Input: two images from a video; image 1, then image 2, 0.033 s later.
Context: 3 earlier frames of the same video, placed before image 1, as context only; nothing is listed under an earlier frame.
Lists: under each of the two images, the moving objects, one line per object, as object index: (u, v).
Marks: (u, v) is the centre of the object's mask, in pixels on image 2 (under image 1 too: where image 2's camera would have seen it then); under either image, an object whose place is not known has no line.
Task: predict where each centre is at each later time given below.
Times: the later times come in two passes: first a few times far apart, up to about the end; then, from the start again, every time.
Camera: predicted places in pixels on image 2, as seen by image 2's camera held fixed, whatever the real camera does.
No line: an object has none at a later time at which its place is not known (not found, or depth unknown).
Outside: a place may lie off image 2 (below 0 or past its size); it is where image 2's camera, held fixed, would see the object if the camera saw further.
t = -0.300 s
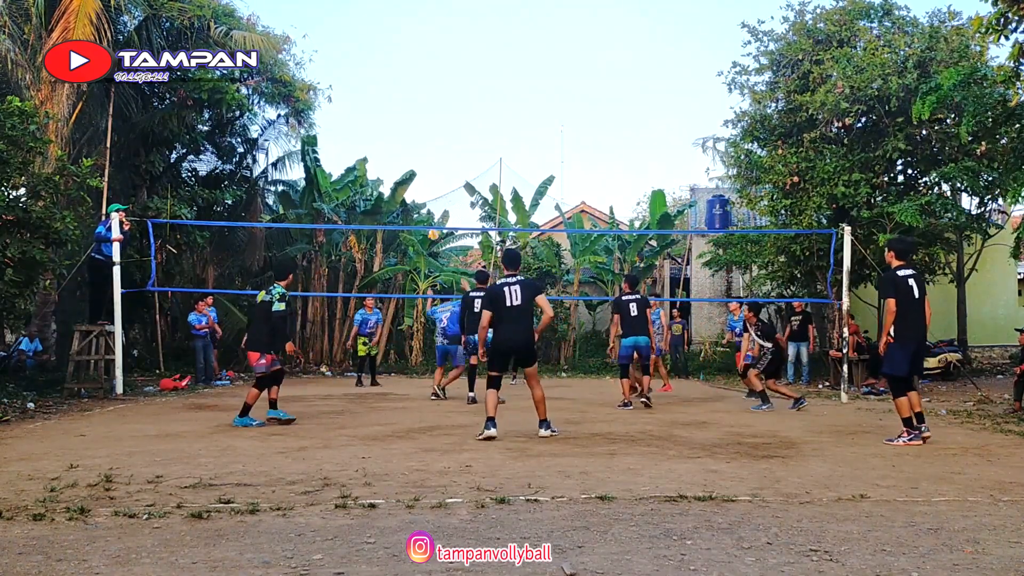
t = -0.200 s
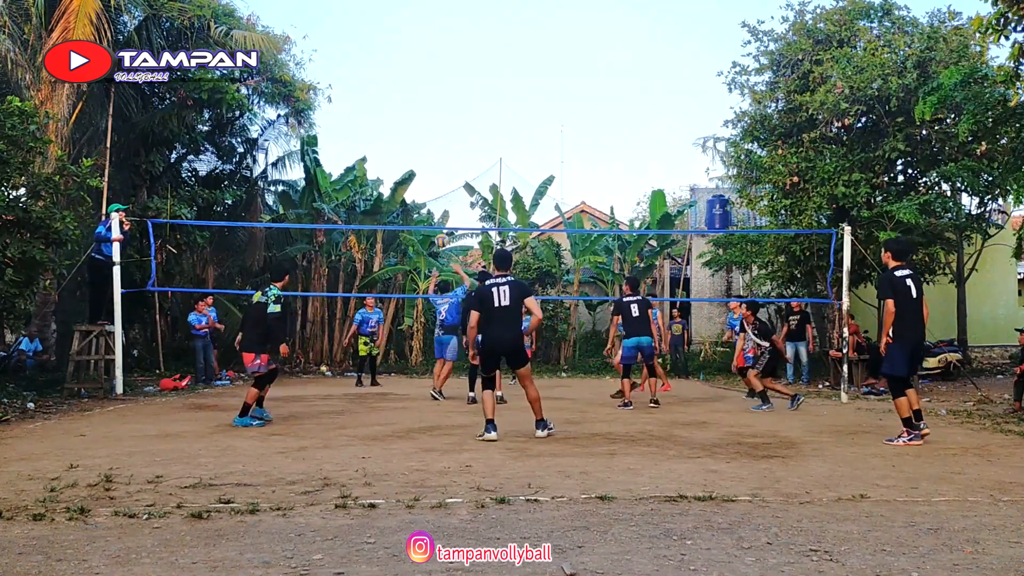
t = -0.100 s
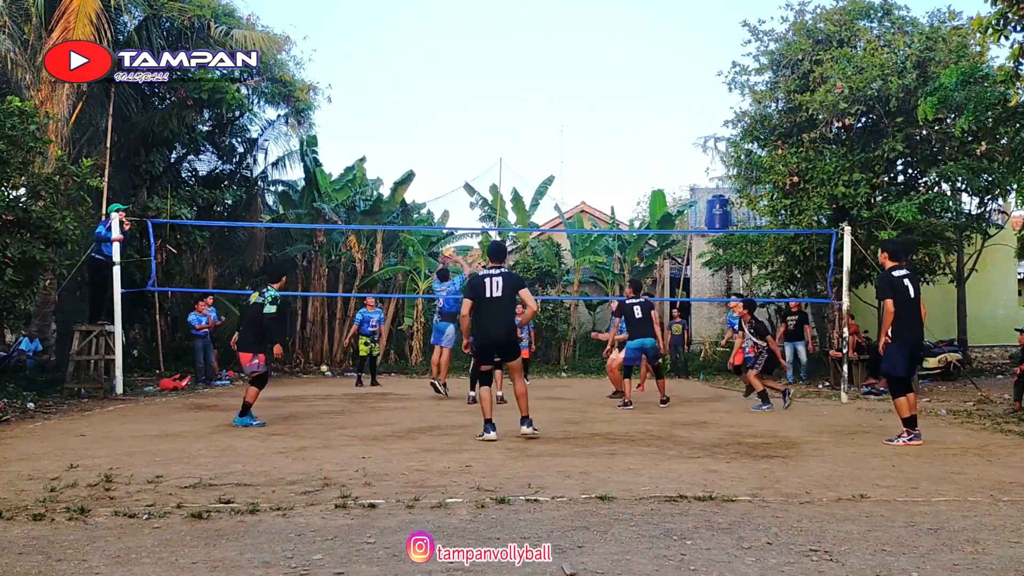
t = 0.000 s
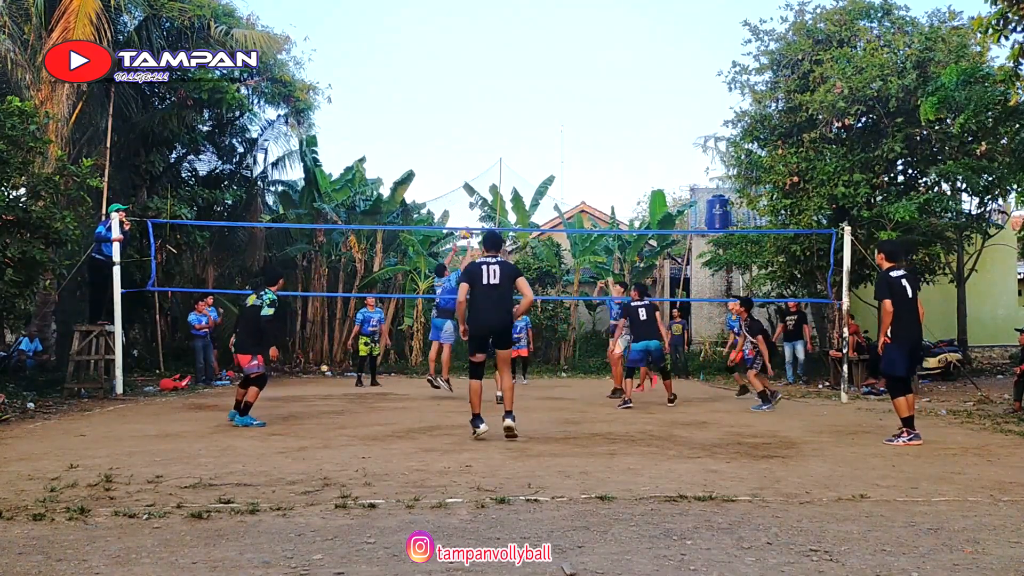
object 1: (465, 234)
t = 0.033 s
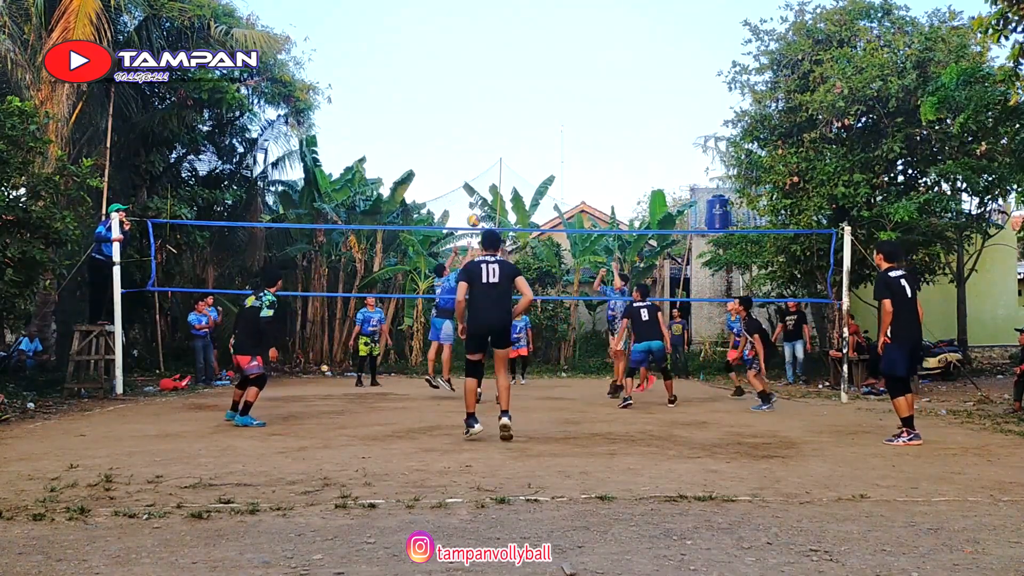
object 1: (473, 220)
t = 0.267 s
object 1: (531, 156)
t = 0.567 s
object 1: (602, 129)
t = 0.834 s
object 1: (663, 153)
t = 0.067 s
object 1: (481, 208)
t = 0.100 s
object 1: (491, 197)
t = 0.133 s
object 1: (497, 188)
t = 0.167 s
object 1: (506, 179)
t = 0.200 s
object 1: (514, 171)
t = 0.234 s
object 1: (523, 163)
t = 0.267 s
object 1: (531, 156)
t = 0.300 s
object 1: (539, 150)
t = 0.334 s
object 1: (551, 141)
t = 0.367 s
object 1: (555, 140)
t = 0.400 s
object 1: (562, 136)
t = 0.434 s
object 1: (570, 133)
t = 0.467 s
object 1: (578, 131)
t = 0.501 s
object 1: (587, 129)
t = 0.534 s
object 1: (594, 129)
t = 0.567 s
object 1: (602, 129)
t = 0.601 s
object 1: (609, 129)
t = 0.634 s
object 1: (617, 130)
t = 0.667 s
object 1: (625, 132)
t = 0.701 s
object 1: (632, 135)
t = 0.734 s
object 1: (640, 139)
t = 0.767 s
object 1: (648, 143)
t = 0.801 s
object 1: (655, 148)
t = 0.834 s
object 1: (663, 153)
